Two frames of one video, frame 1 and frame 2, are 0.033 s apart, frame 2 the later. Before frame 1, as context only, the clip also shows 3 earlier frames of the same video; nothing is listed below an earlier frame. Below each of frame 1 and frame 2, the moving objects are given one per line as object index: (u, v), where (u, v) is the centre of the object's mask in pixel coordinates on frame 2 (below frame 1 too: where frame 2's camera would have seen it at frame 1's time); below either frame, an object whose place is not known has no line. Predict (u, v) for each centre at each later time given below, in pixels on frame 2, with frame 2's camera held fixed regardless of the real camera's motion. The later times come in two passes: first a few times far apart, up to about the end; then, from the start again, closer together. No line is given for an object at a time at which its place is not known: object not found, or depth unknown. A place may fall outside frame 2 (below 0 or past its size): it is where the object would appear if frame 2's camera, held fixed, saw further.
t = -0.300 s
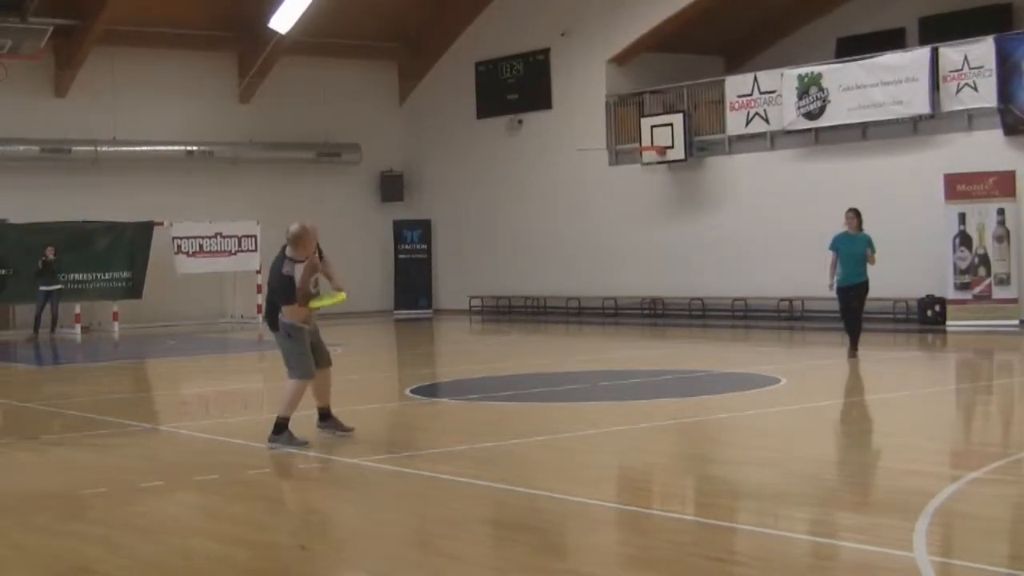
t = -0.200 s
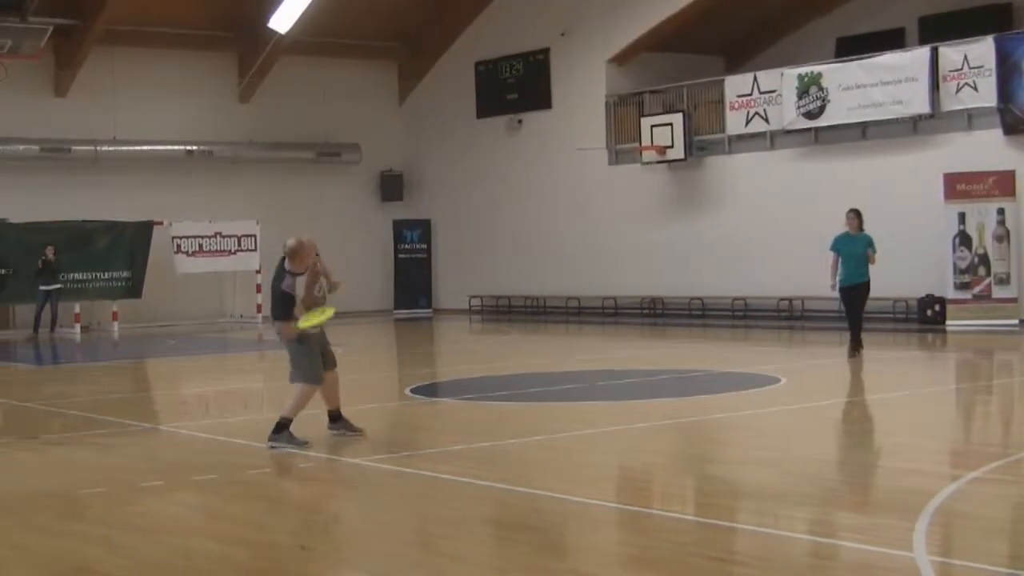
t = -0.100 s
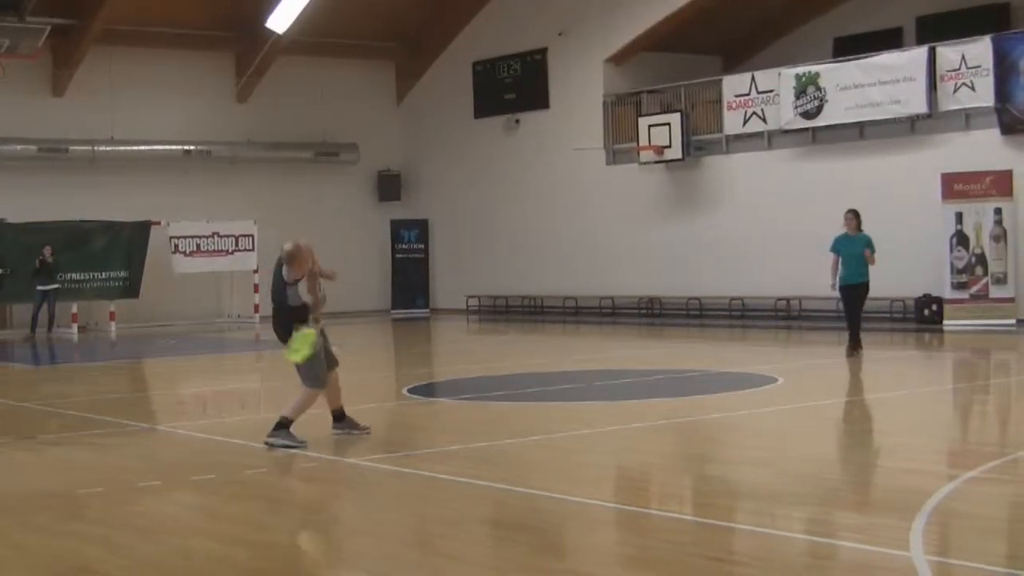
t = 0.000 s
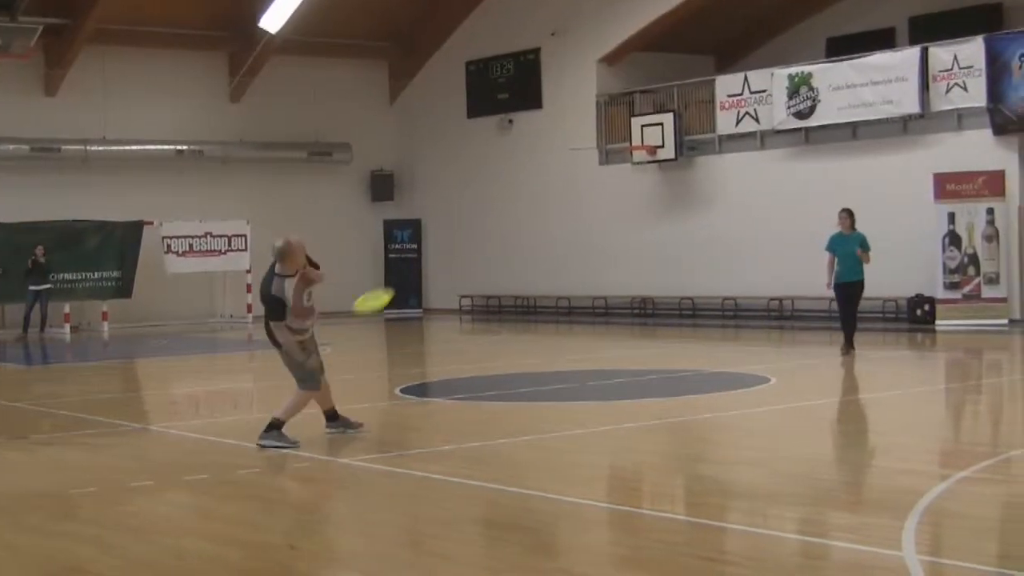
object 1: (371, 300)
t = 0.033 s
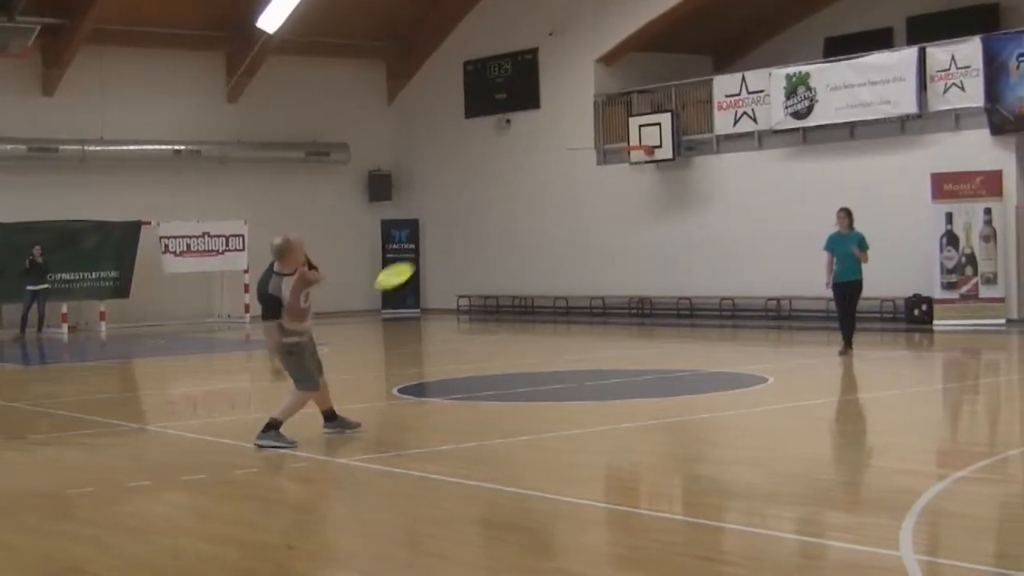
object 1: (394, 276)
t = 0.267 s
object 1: (540, 162)
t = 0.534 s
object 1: (663, 107)
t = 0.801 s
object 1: (756, 98)
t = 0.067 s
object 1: (416, 253)
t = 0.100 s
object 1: (438, 233)
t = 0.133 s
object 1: (460, 215)
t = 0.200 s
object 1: (500, 186)
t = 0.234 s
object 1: (520, 173)
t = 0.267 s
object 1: (540, 162)
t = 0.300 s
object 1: (557, 151)
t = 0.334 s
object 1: (574, 143)
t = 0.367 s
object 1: (590, 134)
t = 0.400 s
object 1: (606, 128)
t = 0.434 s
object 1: (621, 122)
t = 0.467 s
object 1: (635, 116)
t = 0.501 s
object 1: (649, 113)
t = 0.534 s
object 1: (663, 107)
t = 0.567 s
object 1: (676, 104)
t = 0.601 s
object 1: (689, 102)
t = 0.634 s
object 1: (700, 100)
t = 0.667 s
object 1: (712, 99)
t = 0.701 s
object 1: (724, 98)
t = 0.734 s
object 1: (735, 98)
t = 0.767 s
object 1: (748, 98)
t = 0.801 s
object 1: (756, 98)
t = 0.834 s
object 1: (766, 98)
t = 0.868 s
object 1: (777, 97)
